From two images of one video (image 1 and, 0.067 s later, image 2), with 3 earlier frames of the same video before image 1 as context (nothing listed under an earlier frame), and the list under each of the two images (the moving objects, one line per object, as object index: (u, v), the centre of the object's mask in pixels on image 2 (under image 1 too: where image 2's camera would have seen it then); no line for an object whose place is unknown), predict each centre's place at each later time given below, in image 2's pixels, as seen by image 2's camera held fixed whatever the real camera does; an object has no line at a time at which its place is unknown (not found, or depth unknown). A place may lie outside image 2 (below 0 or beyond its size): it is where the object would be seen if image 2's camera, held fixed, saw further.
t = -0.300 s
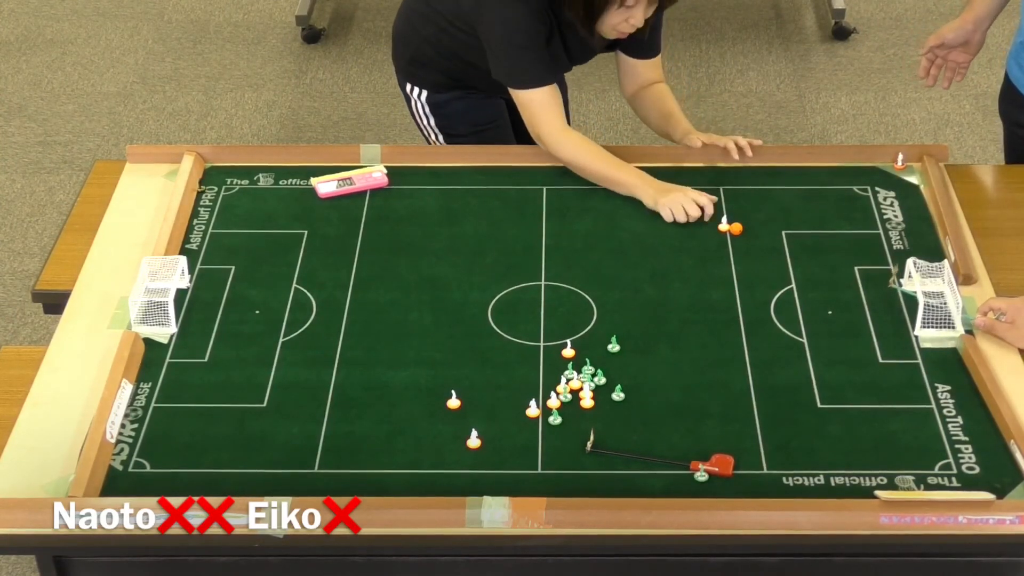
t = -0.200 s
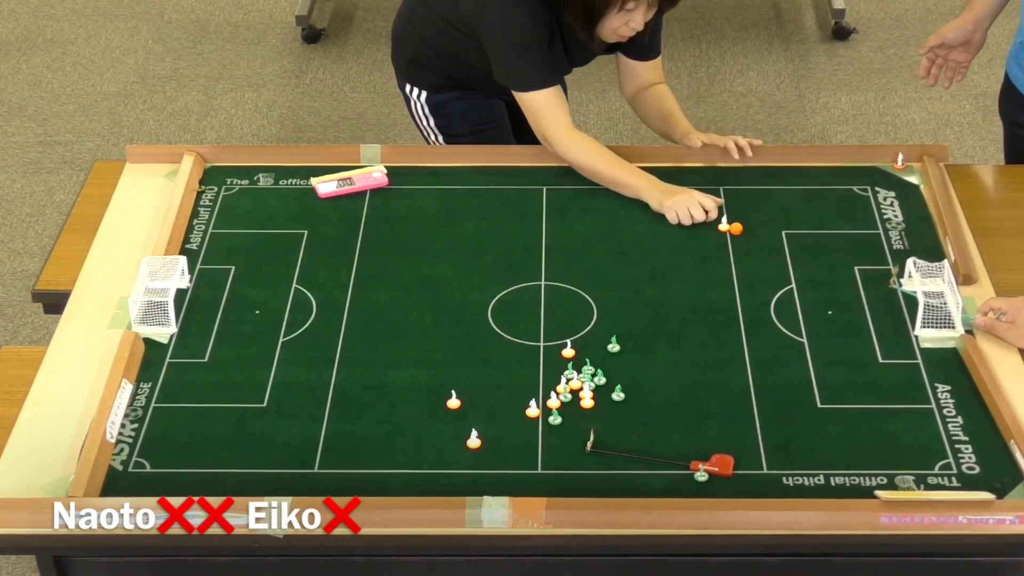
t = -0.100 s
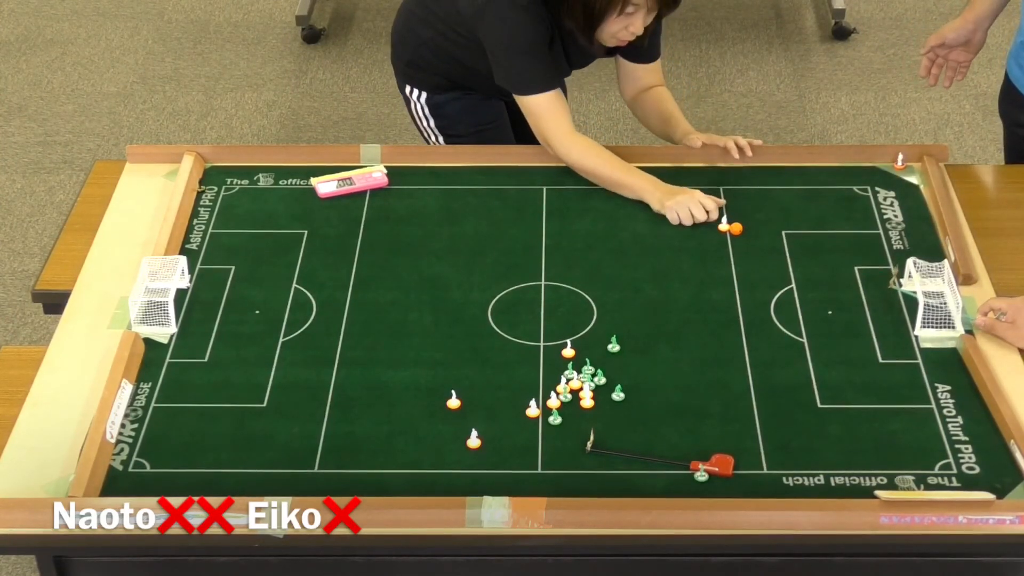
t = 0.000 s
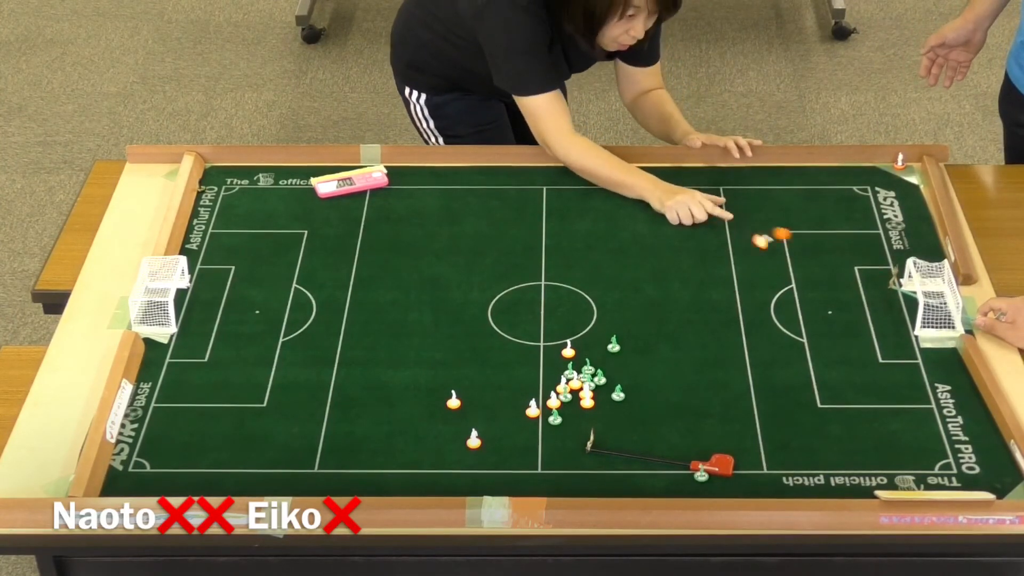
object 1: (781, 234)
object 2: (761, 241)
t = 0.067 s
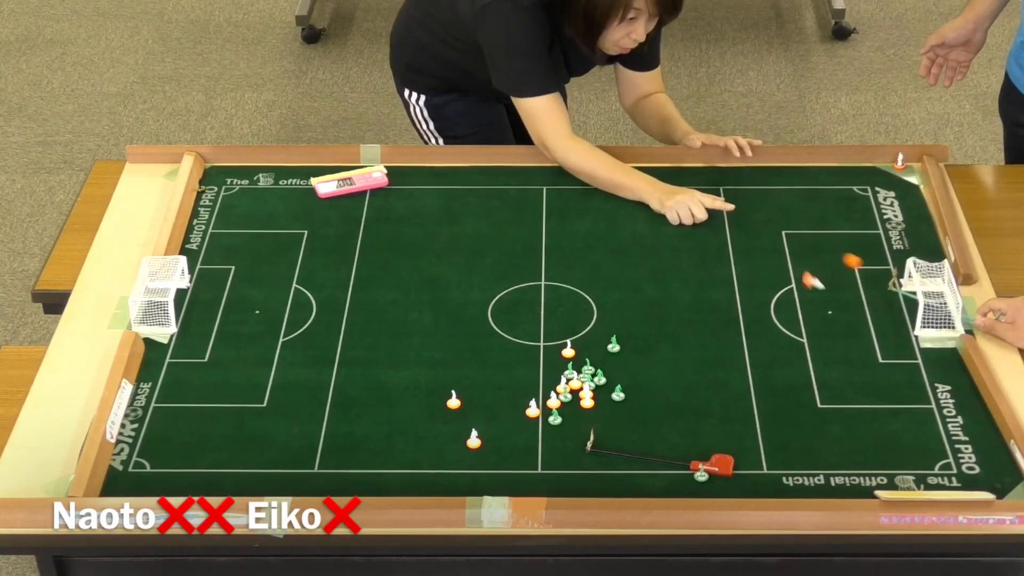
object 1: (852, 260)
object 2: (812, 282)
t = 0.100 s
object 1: (887, 283)
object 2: (832, 294)
